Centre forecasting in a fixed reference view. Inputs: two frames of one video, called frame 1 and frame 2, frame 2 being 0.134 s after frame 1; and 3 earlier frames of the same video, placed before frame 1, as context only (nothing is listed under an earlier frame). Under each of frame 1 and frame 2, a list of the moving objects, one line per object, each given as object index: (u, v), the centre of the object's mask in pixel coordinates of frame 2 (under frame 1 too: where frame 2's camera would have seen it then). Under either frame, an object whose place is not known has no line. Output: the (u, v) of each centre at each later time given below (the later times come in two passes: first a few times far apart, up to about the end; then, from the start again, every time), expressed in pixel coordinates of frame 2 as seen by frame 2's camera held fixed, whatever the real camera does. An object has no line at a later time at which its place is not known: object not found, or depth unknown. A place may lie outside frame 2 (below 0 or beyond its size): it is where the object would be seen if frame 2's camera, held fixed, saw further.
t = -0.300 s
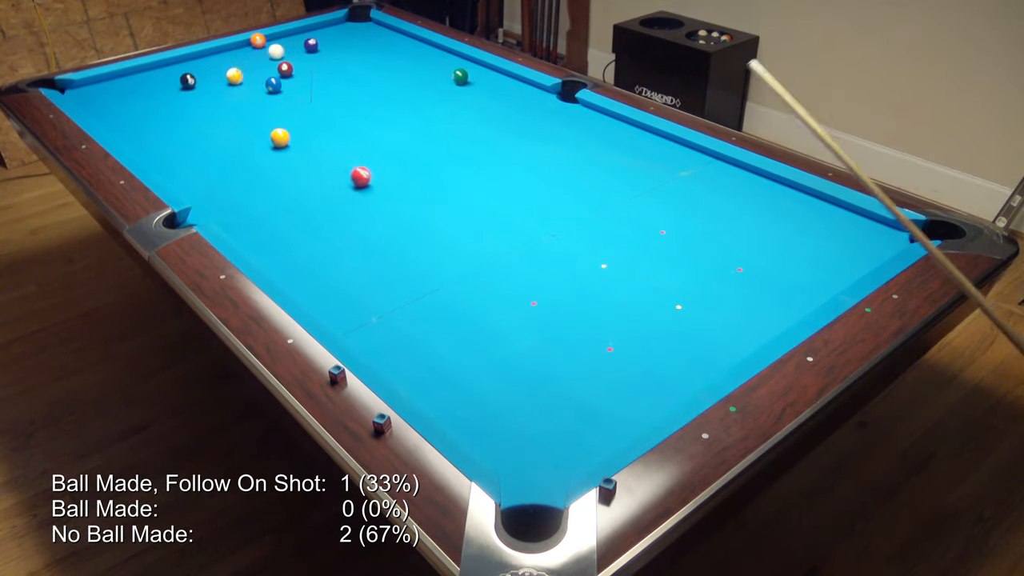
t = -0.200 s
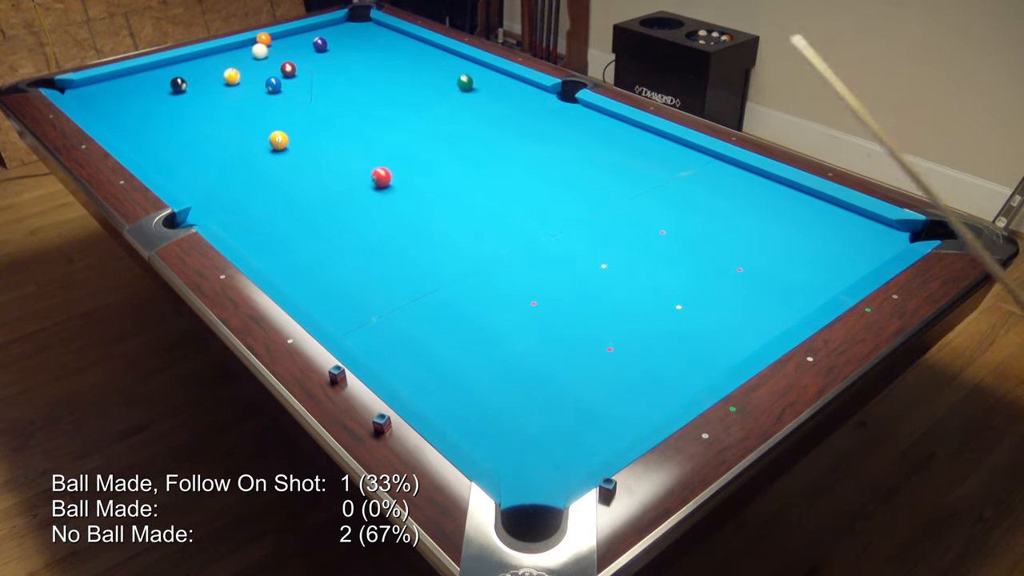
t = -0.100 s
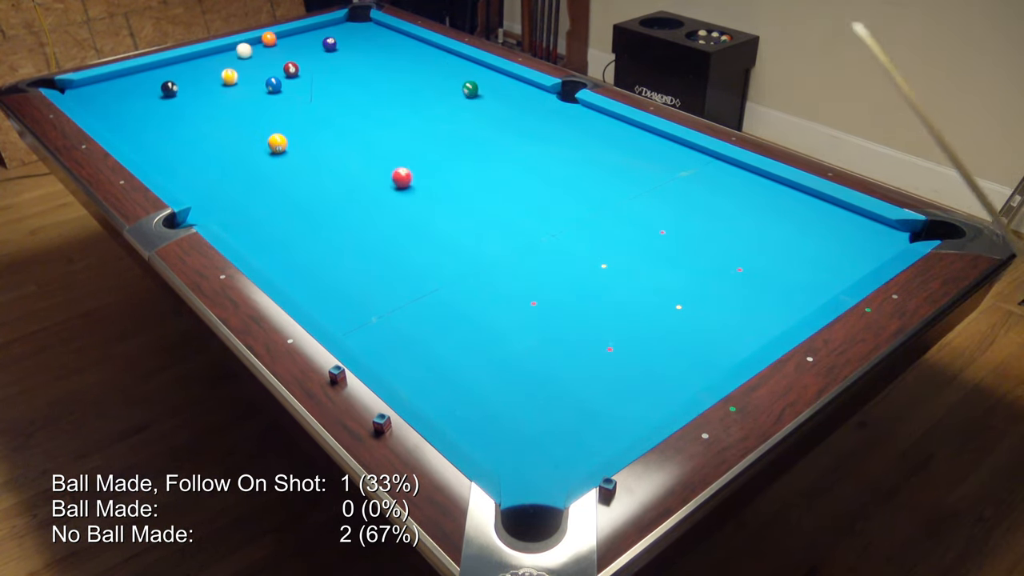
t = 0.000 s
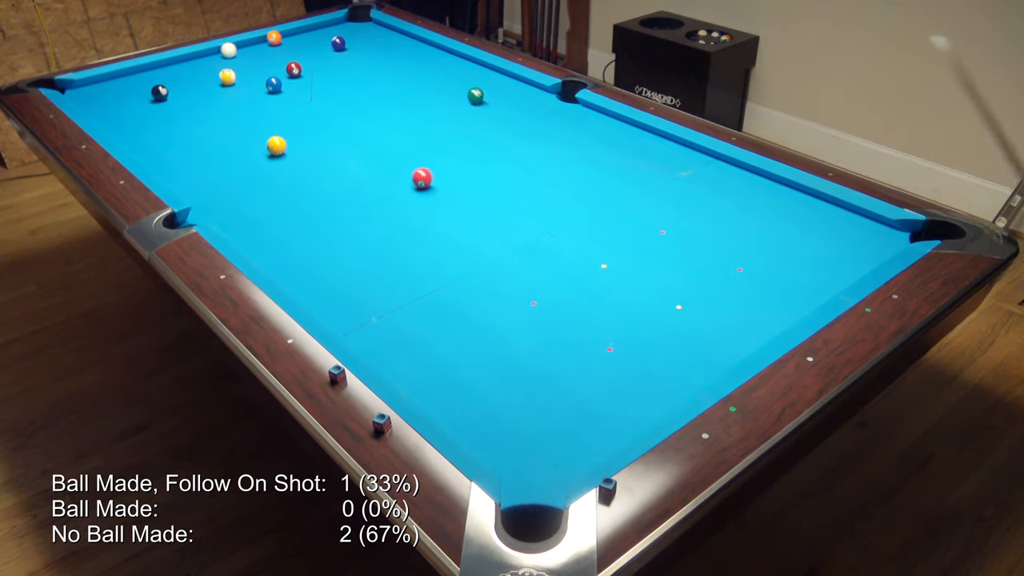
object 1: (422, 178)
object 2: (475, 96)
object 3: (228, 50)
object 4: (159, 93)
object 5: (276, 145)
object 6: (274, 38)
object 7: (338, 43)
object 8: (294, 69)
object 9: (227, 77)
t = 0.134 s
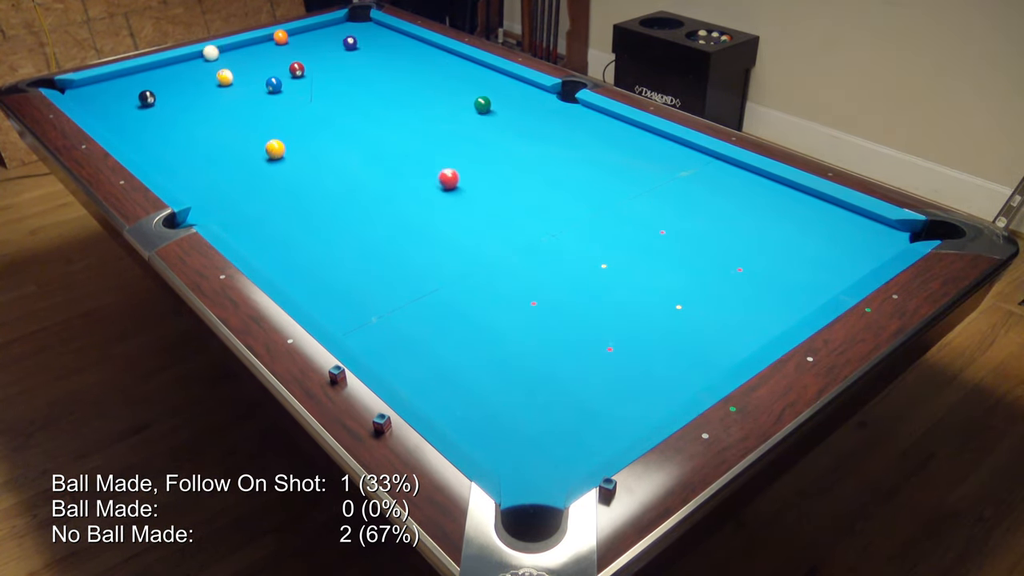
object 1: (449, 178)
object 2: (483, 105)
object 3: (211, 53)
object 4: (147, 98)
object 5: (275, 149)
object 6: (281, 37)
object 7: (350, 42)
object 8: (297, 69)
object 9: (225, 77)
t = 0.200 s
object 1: (462, 179)
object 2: (486, 109)
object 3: (203, 56)
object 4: (140, 101)
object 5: (274, 150)
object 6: (284, 36)
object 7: (356, 42)
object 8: (298, 69)
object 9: (223, 77)
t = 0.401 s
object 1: (501, 180)
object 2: (497, 123)
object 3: (179, 66)
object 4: (121, 109)
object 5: (272, 155)
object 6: (293, 35)
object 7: (372, 41)
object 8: (302, 70)
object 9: (220, 77)
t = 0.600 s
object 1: (538, 181)
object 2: (508, 138)
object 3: (154, 76)
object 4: (102, 117)
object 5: (270, 159)
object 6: (300, 34)
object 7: (387, 40)
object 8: (304, 70)
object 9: (218, 78)
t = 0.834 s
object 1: (580, 182)
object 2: (522, 156)
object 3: (125, 88)
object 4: (109, 117)
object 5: (268, 164)
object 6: (309, 32)
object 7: (404, 39)
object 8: (307, 70)
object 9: (217, 78)
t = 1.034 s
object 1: (615, 183)
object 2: (534, 171)
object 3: (99, 99)
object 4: (120, 115)
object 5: (267, 167)
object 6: (315, 31)
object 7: (413, 39)
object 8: (308, 70)
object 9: (216, 78)
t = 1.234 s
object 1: (649, 184)
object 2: (547, 188)
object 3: (92, 106)
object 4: (129, 114)
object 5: (265, 170)
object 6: (320, 31)
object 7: (410, 40)
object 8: (308, 70)
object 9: (216, 78)
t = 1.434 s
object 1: (682, 185)
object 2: (560, 205)
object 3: (111, 107)
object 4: (137, 113)
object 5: (264, 173)
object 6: (324, 30)
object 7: (408, 41)
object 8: (307, 70)
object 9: (216, 78)
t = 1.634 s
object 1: (714, 186)
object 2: (574, 223)
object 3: (129, 107)
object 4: (144, 112)
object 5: (263, 175)
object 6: (328, 30)
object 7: (406, 42)
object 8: (307, 70)
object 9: (216, 78)
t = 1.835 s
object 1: (745, 186)
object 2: (588, 241)
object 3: (141, 107)
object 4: (156, 113)
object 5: (262, 176)
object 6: (331, 29)
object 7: (404, 42)
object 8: (308, 70)
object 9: (216, 78)
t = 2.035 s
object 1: (774, 186)
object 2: (602, 260)
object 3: (150, 106)
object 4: (166, 114)
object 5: (261, 177)
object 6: (334, 29)
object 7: (403, 43)
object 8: (307, 70)
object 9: (216, 78)
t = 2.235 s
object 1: (791, 190)
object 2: (617, 279)
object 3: (158, 105)
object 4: (177, 115)
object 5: (261, 178)
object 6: (335, 29)
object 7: (402, 43)
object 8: (307, 70)
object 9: (216, 78)
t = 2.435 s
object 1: (796, 197)
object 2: (632, 300)
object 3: (165, 104)
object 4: (186, 115)
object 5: (261, 177)
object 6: (335, 29)
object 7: (402, 43)
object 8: (307, 70)
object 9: (216, 78)
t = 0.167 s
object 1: (455, 179)
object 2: (484, 107)
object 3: (207, 54)
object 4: (144, 100)
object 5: (275, 150)
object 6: (282, 36)
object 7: (353, 42)
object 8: (297, 69)
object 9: (224, 77)
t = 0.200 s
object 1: (462, 179)
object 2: (486, 109)
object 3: (203, 56)
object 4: (140, 101)
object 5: (274, 150)
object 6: (284, 36)
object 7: (356, 42)
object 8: (298, 69)
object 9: (223, 77)
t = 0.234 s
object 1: (468, 180)
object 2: (488, 112)
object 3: (199, 58)
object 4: (137, 102)
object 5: (274, 151)
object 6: (285, 36)
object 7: (358, 42)
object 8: (299, 69)
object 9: (223, 77)
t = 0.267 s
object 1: (475, 179)
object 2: (489, 114)
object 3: (195, 59)
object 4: (134, 104)
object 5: (274, 152)
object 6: (287, 36)
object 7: (361, 41)
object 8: (299, 69)
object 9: (222, 77)
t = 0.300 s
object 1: (481, 180)
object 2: (491, 116)
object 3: (191, 61)
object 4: (131, 105)
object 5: (273, 153)
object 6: (288, 35)
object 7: (364, 41)
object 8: (300, 69)
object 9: (222, 77)
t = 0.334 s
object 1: (488, 180)
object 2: (493, 119)
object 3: (187, 62)
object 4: (128, 106)
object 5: (273, 154)
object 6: (289, 35)
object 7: (367, 41)
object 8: (301, 69)
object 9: (221, 77)
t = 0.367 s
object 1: (494, 180)
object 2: (495, 121)
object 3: (183, 64)
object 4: (125, 108)
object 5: (273, 154)
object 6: (291, 35)
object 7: (369, 41)
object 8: (301, 70)
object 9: (221, 77)
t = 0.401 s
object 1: (501, 180)
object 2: (497, 123)
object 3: (179, 66)
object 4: (121, 109)
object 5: (272, 155)
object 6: (293, 35)
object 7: (372, 41)
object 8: (302, 70)
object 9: (220, 77)
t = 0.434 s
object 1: (507, 180)
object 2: (499, 126)
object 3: (175, 67)
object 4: (118, 110)
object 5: (272, 156)
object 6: (294, 35)
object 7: (374, 41)
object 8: (302, 70)
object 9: (220, 78)
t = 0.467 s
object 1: (513, 180)
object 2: (501, 128)
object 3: (171, 69)
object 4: (115, 111)
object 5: (272, 156)
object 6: (295, 34)
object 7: (377, 40)
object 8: (303, 70)
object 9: (219, 78)
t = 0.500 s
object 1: (519, 181)
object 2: (502, 130)
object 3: (167, 71)
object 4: (112, 113)
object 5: (271, 157)
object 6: (296, 34)
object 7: (380, 40)
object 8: (303, 70)
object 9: (219, 78)
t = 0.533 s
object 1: (525, 181)
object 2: (504, 133)
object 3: (163, 72)
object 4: (108, 114)
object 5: (271, 158)
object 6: (298, 34)
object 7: (383, 40)
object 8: (304, 70)
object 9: (219, 78)
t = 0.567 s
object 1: (532, 181)
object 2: (506, 135)
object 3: (159, 74)
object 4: (105, 115)
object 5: (271, 159)
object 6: (299, 34)
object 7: (385, 40)
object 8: (304, 70)
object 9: (218, 78)
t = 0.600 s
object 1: (538, 181)
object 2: (508, 138)
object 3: (154, 76)
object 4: (102, 117)
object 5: (270, 159)
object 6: (300, 34)
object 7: (387, 40)
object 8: (304, 70)
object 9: (218, 78)
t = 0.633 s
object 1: (544, 182)
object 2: (510, 140)
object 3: (150, 77)
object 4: (100, 117)
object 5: (270, 160)
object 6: (301, 34)
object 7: (390, 40)
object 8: (305, 70)
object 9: (218, 78)
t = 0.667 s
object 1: (550, 182)
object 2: (512, 143)
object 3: (146, 79)
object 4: (100, 117)
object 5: (270, 161)
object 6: (303, 33)
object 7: (392, 40)
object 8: (305, 70)
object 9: (218, 78)
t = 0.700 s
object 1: (556, 182)
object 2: (514, 145)
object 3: (142, 81)
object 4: (102, 118)
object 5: (270, 162)
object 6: (304, 33)
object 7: (395, 39)
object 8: (306, 70)
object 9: (218, 78)
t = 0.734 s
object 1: (562, 182)
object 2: (516, 148)
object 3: (138, 83)
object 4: (104, 118)
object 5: (269, 162)
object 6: (305, 33)
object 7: (397, 39)
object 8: (306, 70)
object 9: (217, 78)
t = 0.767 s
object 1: (568, 182)
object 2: (518, 151)
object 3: (134, 85)
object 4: (105, 118)
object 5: (269, 163)
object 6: (306, 33)
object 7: (400, 39)
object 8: (306, 70)
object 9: (217, 78)
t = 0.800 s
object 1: (574, 182)
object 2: (520, 153)
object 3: (129, 86)
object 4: (107, 118)
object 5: (269, 163)
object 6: (307, 33)
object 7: (402, 39)
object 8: (306, 70)
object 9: (217, 78)
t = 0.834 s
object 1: (580, 182)
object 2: (522, 156)
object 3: (125, 88)
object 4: (109, 117)
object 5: (268, 164)
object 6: (309, 32)
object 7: (404, 39)
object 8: (307, 70)
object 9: (217, 78)
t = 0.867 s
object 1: (586, 183)
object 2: (524, 158)
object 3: (121, 90)
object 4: (111, 117)
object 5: (268, 164)
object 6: (310, 32)
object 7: (406, 39)
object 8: (307, 70)
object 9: (217, 78)
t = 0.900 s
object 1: (592, 183)
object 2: (526, 161)
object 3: (117, 91)
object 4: (113, 117)
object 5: (268, 165)
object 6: (311, 32)
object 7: (409, 39)
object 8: (307, 70)
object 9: (217, 78)
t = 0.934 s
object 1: (598, 183)
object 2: (528, 163)
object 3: (112, 93)
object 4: (115, 116)
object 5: (267, 166)
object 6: (312, 32)
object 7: (411, 39)
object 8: (307, 70)
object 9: (217, 78)
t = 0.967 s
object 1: (603, 183)
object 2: (530, 166)
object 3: (108, 95)
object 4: (116, 116)
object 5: (267, 166)
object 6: (313, 32)
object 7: (413, 38)
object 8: (307, 70)
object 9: (217, 78)
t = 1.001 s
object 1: (609, 183)
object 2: (532, 169)
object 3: (104, 97)
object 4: (118, 116)
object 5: (267, 167)
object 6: (314, 32)
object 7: (413, 38)
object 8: (307, 70)
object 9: (216, 78)
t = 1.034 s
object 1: (615, 183)
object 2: (534, 171)
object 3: (99, 99)
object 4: (120, 115)
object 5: (267, 167)
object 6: (315, 31)
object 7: (413, 39)
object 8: (308, 70)
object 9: (216, 78)
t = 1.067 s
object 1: (621, 183)
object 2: (536, 174)
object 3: (95, 100)
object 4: (121, 115)
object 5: (266, 168)
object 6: (315, 31)
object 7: (412, 39)
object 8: (308, 70)
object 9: (216, 78)
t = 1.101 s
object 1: (627, 184)
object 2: (539, 177)
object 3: (91, 102)
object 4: (123, 115)
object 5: (266, 168)
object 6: (316, 31)
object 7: (412, 39)
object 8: (308, 70)
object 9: (216, 78)
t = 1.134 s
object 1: (632, 184)
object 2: (541, 180)
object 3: (86, 104)
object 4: (124, 115)
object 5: (266, 169)
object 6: (317, 31)
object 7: (411, 39)
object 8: (308, 70)
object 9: (216, 78)
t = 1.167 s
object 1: (638, 184)
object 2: (543, 182)
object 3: (85, 105)
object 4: (126, 115)
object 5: (266, 169)
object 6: (318, 31)
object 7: (411, 40)
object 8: (308, 70)
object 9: (216, 78)
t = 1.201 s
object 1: (643, 184)
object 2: (545, 185)
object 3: (88, 105)
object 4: (127, 114)
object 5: (265, 170)
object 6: (319, 31)
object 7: (411, 40)
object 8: (308, 70)
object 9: (216, 78)
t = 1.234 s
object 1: (649, 184)
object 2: (547, 188)
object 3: (92, 106)
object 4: (129, 114)
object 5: (265, 170)
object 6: (320, 31)
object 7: (410, 40)
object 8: (308, 70)
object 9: (216, 78)
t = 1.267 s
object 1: (655, 184)
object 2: (549, 191)
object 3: (95, 106)
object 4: (130, 114)
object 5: (265, 171)
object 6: (321, 31)
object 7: (410, 40)
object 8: (308, 70)
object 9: (216, 78)
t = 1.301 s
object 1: (660, 184)
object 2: (551, 193)
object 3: (98, 106)
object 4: (132, 114)
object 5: (264, 171)
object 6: (322, 30)
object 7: (409, 40)
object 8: (308, 70)
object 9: (216, 78)
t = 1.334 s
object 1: (666, 185)
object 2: (553, 196)
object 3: (101, 106)
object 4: (133, 113)
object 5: (264, 172)
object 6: (322, 30)
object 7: (409, 40)
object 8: (308, 70)
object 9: (216, 78)
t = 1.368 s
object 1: (671, 185)
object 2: (556, 199)
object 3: (105, 107)
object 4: (134, 113)
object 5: (264, 172)
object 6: (323, 30)
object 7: (409, 40)
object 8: (308, 70)
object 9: (216, 78)
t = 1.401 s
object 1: (677, 185)
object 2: (558, 202)
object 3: (108, 107)
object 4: (136, 113)
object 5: (264, 172)
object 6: (324, 30)
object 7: (408, 41)
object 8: (307, 70)
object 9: (216, 78)
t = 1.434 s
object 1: (682, 185)
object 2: (560, 205)
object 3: (111, 107)
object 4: (137, 113)
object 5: (264, 173)
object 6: (324, 30)
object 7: (408, 41)
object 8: (307, 70)
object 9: (216, 78)
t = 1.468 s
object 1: (688, 185)
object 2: (562, 208)
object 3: (114, 107)
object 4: (138, 113)
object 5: (263, 173)
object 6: (325, 30)
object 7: (407, 41)
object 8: (307, 70)
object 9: (216, 78)
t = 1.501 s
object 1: (693, 185)
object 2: (565, 211)
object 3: (117, 107)
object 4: (140, 113)
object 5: (263, 174)
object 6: (326, 30)
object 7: (407, 41)
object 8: (307, 70)
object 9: (216, 78)
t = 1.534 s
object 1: (698, 185)
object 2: (567, 214)
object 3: (121, 107)
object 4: (141, 112)
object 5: (263, 174)
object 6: (326, 30)
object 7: (407, 41)
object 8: (307, 70)
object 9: (216, 78)
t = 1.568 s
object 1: (703, 185)
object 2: (569, 217)
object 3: (124, 108)
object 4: (142, 112)
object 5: (263, 174)
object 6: (327, 30)
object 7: (406, 41)
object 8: (307, 70)
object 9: (216, 78)
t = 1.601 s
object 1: (709, 185)
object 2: (571, 220)
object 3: (126, 108)
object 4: (143, 112)
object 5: (263, 175)
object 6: (328, 30)
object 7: (406, 41)
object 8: (307, 70)
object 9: (216, 78)
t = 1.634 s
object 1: (714, 186)
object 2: (574, 223)
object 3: (129, 107)
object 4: (144, 112)
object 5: (263, 175)
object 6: (328, 30)
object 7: (406, 42)
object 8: (307, 70)
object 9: (216, 78)
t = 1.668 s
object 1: (719, 186)
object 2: (576, 226)
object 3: (131, 107)
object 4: (145, 112)
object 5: (262, 175)
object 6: (329, 29)
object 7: (406, 42)
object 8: (307, 70)
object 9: (216, 78)
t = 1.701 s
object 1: (725, 186)
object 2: (578, 229)
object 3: (134, 107)
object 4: (148, 112)
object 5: (262, 175)
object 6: (330, 29)
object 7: (405, 42)
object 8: (308, 70)
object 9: (216, 78)
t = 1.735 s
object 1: (730, 186)
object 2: (581, 232)
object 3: (135, 107)
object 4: (149, 112)
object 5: (262, 176)
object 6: (330, 29)
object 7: (405, 42)
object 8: (308, 70)
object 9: (216, 78)
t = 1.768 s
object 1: (735, 186)
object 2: (583, 235)
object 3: (137, 107)
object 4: (151, 112)
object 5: (262, 176)
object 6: (330, 29)
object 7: (405, 42)
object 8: (308, 70)
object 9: (216, 78)
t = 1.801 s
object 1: (740, 186)
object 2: (585, 238)
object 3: (139, 107)
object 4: (153, 113)
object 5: (262, 176)
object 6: (331, 29)
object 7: (404, 42)
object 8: (308, 70)
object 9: (216, 78)
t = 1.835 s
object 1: (745, 186)
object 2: (588, 241)
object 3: (141, 107)
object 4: (156, 113)
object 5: (262, 176)
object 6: (331, 29)
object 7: (404, 42)
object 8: (308, 70)
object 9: (216, 78)
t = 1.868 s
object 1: (750, 186)
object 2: (590, 244)
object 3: (142, 107)
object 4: (157, 113)
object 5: (261, 177)
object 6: (332, 29)
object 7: (404, 42)
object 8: (308, 70)
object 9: (216, 78)
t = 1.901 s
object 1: (755, 186)
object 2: (592, 247)
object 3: (144, 106)
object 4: (159, 113)
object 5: (261, 177)
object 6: (332, 29)
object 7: (404, 43)
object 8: (308, 70)
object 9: (216, 78)
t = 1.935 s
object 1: (760, 186)
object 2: (595, 250)
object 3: (146, 106)
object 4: (161, 113)
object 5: (261, 177)
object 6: (332, 29)
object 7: (403, 43)
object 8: (308, 70)
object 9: (216, 78)
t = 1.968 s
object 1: (764, 186)
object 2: (597, 254)
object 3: (147, 106)
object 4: (163, 113)
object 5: (261, 177)
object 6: (333, 29)
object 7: (403, 42)
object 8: (308, 70)
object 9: (216, 78)
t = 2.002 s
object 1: (769, 186)
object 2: (599, 257)
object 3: (149, 106)
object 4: (165, 113)
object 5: (261, 177)
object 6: (333, 29)
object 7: (403, 42)
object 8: (307, 70)
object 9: (216, 78)
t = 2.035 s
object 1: (774, 186)
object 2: (602, 260)
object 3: (150, 106)
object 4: (166, 114)
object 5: (261, 177)
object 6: (334, 29)
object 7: (403, 43)
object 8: (307, 70)
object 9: (216, 78)
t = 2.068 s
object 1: (779, 187)
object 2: (604, 263)
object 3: (152, 106)
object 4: (168, 114)
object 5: (261, 177)
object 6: (334, 29)
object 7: (402, 43)
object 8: (307, 70)
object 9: (216, 78)
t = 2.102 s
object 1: (784, 187)
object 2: (607, 267)
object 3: (153, 106)
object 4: (170, 114)
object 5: (261, 177)
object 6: (334, 29)
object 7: (403, 43)
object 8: (307, 70)
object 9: (216, 78)
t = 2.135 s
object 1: (788, 187)
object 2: (609, 270)
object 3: (155, 106)
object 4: (172, 114)
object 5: (261, 177)
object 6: (334, 29)
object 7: (402, 43)
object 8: (307, 70)
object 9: (216, 78)
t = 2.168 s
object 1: (789, 188)
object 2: (612, 273)
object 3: (156, 105)
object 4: (173, 114)
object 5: (261, 177)
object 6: (335, 29)
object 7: (402, 43)
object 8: (307, 70)
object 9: (216, 78)
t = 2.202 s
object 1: (790, 190)
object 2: (614, 276)
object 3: (157, 105)
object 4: (175, 114)
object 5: (261, 177)
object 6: (335, 29)
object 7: (402, 43)
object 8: (307, 70)
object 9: (216, 78)
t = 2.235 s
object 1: (791, 190)
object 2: (617, 279)
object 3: (158, 105)
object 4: (177, 115)
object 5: (261, 178)
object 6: (335, 29)
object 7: (402, 43)
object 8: (307, 70)
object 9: (216, 78)
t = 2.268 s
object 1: (792, 191)
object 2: (620, 283)
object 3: (160, 105)
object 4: (178, 115)
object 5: (261, 178)
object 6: (335, 29)
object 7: (402, 43)
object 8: (307, 70)
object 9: (216, 78)
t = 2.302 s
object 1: (792, 193)
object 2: (622, 286)
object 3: (161, 105)
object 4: (180, 115)
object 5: (261, 178)
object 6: (335, 29)
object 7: (402, 43)
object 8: (307, 70)
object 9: (216, 78)
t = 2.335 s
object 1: (793, 194)
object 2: (625, 290)
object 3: (162, 105)
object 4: (181, 115)
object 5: (261, 178)
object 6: (335, 29)
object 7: (402, 43)
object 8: (307, 70)
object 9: (216, 78)
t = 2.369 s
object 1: (794, 195)
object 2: (627, 293)
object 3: (163, 104)
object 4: (183, 115)
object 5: (261, 178)
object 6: (335, 28)
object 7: (402, 43)
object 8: (307, 70)
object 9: (216, 78)
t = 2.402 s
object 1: (795, 196)
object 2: (630, 296)
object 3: (164, 104)
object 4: (185, 115)
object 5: (261, 177)
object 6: (335, 28)
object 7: (402, 43)
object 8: (307, 70)
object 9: (216, 78)
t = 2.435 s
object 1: (796, 197)
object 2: (632, 300)
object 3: (165, 104)
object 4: (186, 115)
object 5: (261, 177)
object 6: (335, 29)
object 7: (402, 43)
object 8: (307, 70)
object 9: (216, 78)
